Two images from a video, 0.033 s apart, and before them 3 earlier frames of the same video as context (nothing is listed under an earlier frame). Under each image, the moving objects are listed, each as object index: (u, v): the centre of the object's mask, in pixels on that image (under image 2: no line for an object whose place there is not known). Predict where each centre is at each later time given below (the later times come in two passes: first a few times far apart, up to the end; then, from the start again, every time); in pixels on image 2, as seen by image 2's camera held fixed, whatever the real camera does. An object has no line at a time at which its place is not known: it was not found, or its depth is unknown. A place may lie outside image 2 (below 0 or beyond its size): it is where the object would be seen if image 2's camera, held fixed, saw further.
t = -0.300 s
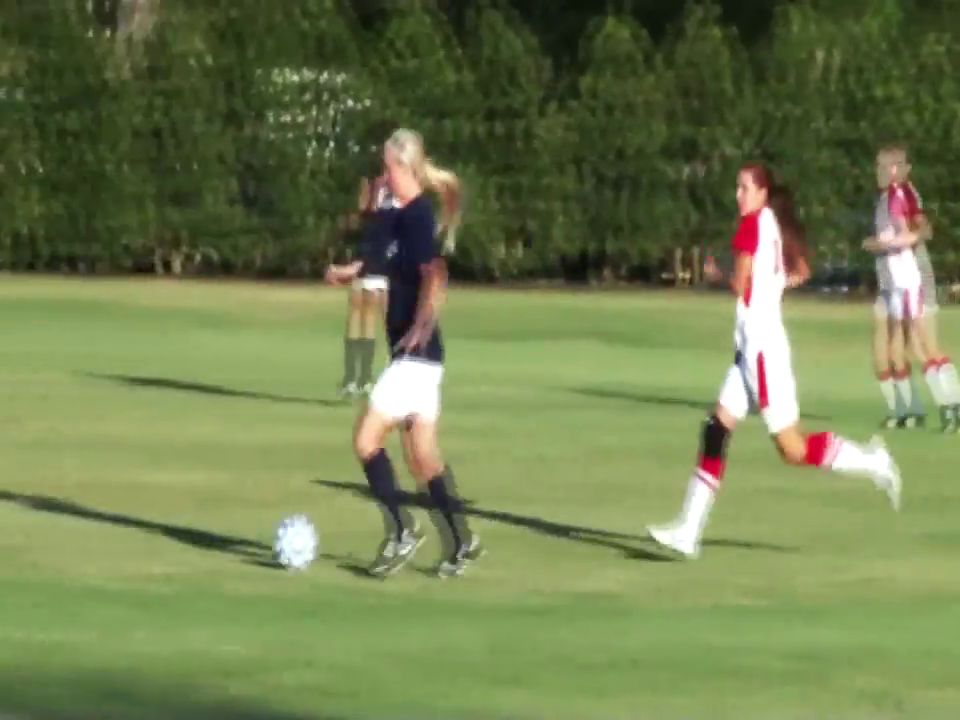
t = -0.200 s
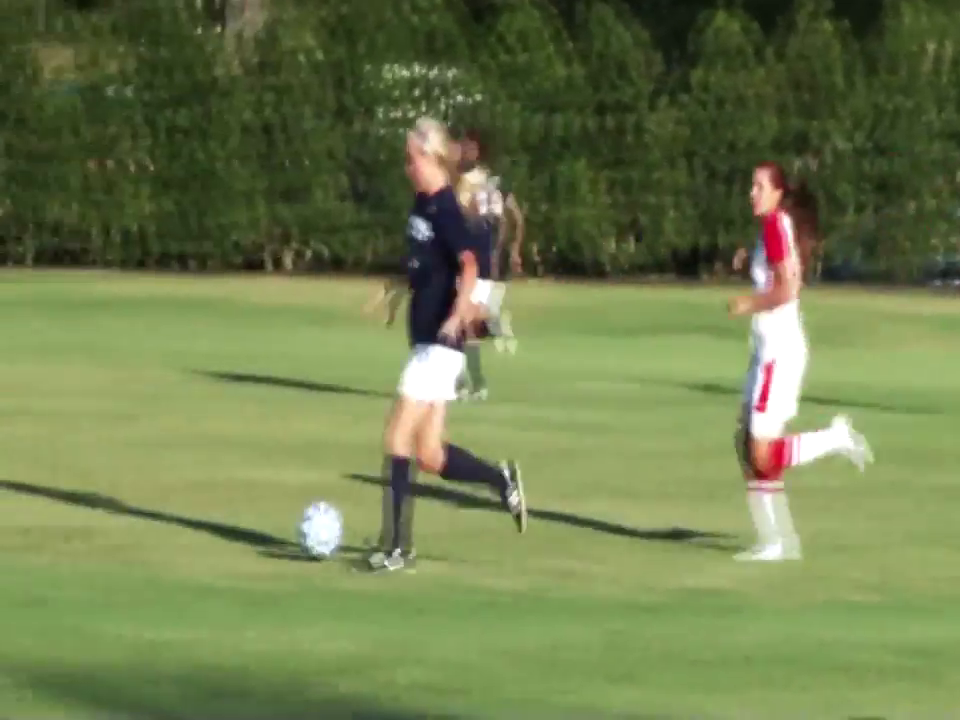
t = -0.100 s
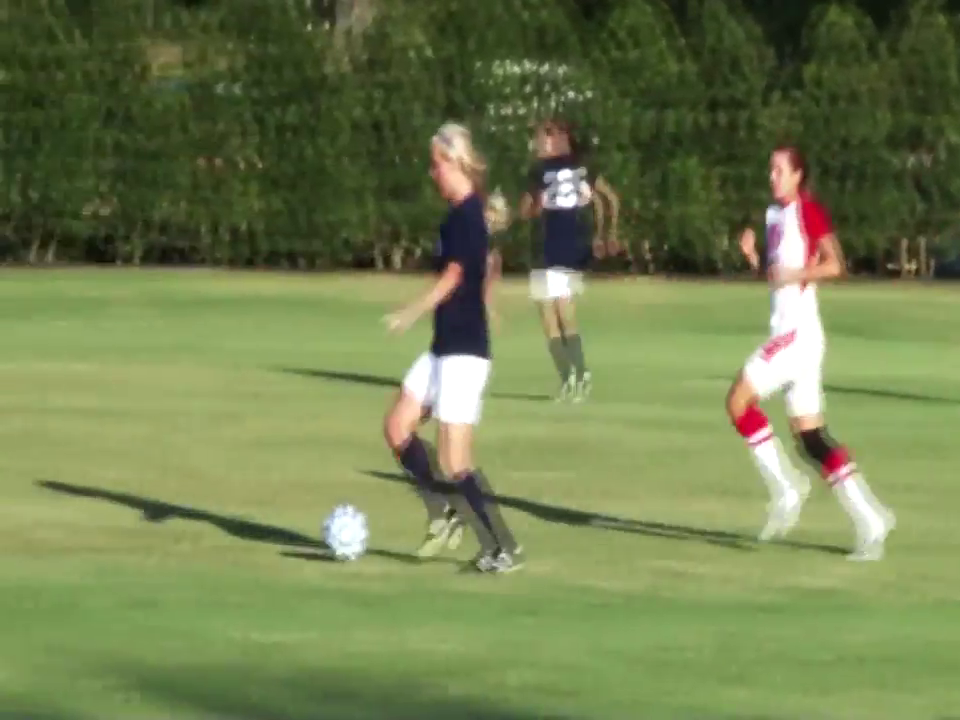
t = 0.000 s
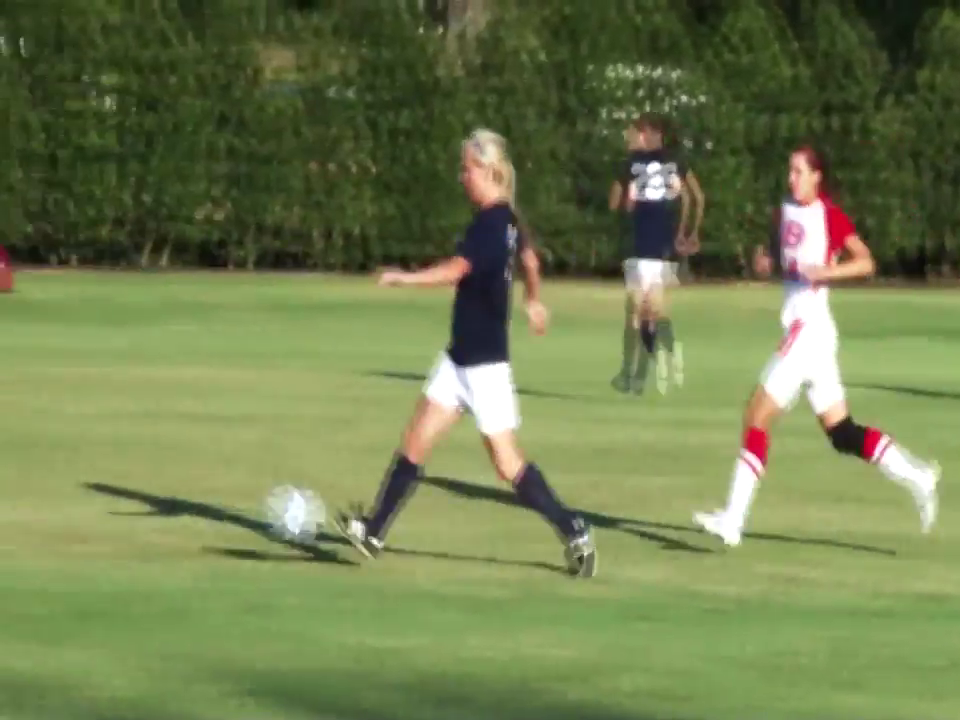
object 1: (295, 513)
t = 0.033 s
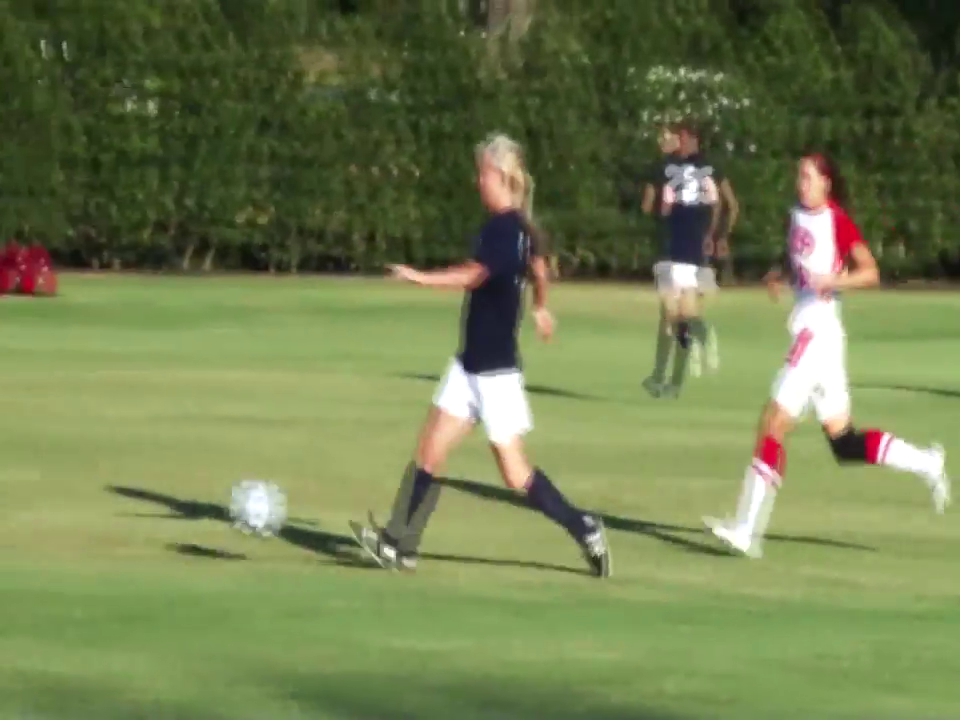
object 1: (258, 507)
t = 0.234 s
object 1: (-217, 510)
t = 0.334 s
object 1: (-416, 481)
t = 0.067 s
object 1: (176, 502)
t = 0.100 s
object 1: (96, 499)
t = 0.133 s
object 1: (15, 499)
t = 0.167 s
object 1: (-64, 504)
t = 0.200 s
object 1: (-143, 510)
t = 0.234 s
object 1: (-217, 510)
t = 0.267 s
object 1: (-284, 499)
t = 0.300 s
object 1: (-352, 489)
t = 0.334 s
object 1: (-416, 481)
